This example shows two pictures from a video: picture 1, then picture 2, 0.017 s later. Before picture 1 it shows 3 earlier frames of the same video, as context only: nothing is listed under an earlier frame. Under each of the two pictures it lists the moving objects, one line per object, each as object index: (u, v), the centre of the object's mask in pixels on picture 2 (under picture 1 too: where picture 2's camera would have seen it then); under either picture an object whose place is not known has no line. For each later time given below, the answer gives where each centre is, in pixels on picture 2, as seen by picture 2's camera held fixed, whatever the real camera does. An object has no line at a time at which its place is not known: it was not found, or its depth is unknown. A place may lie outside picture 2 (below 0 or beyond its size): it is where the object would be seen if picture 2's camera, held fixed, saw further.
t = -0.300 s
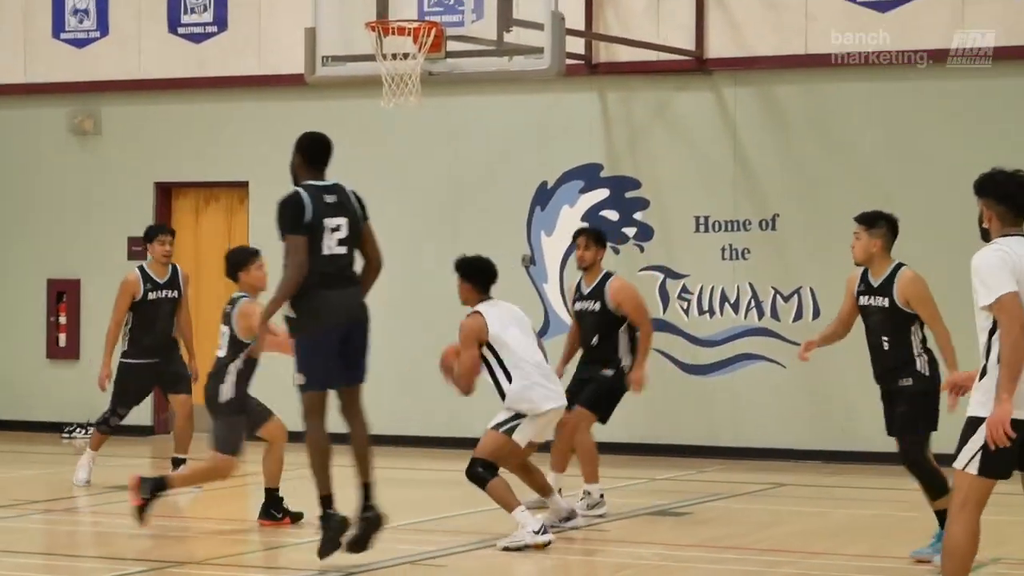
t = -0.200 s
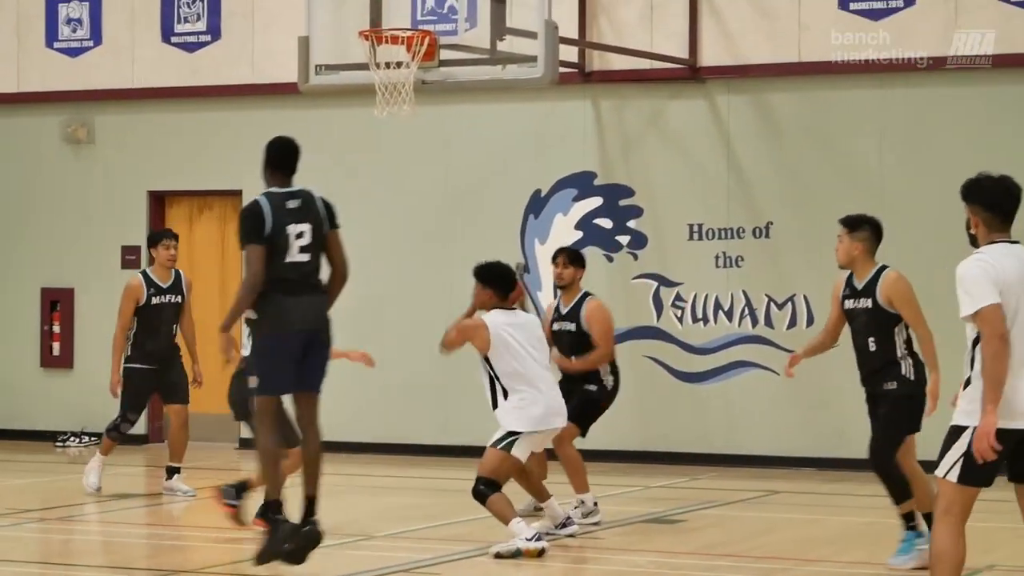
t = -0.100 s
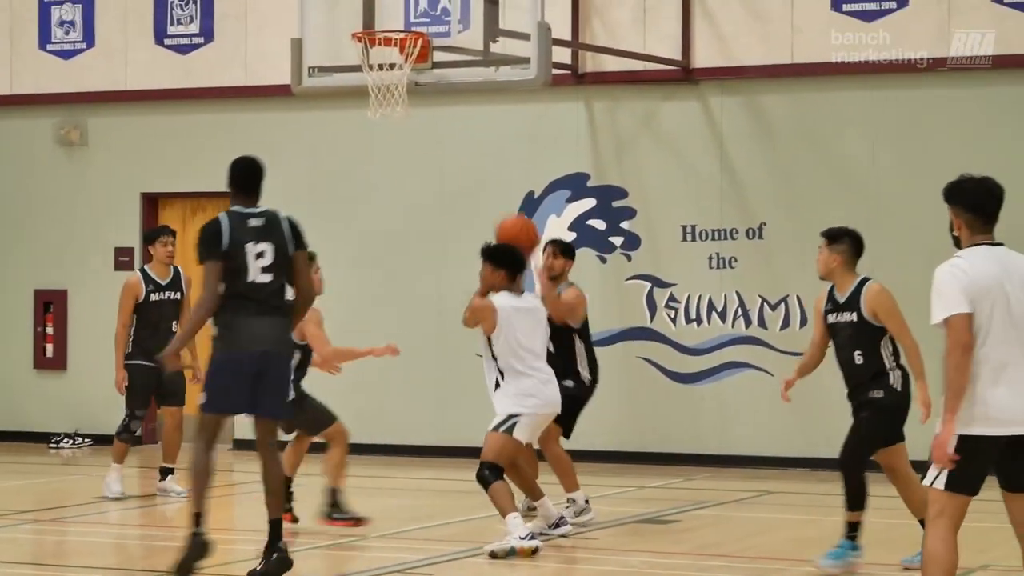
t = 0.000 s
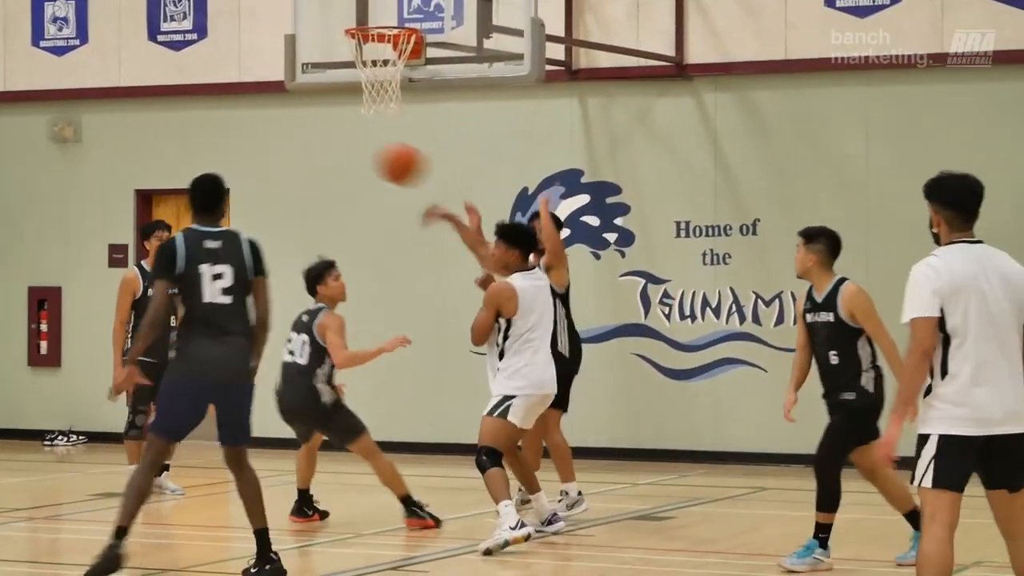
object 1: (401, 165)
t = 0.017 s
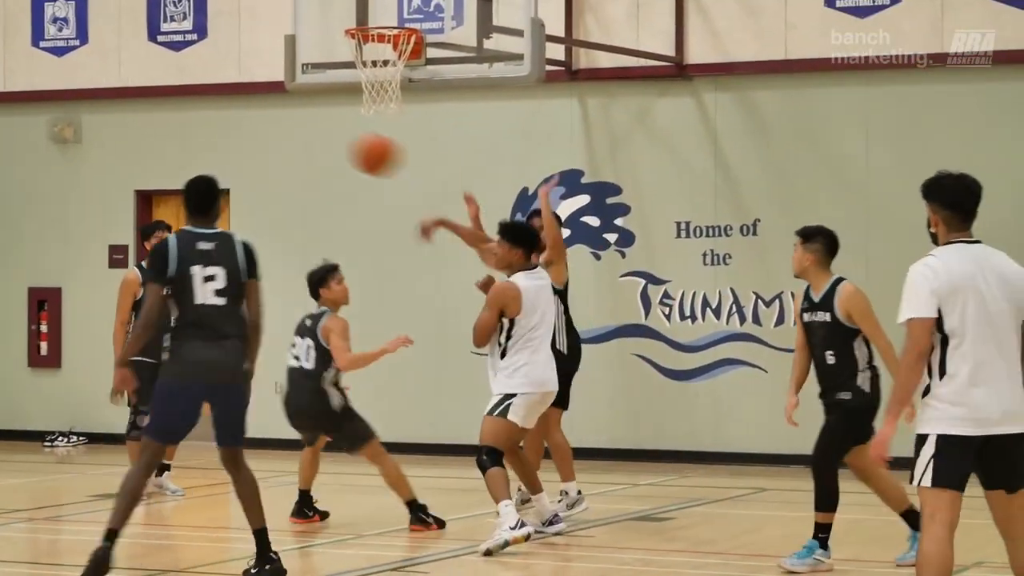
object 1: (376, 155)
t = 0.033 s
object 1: (350, 145)
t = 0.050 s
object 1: (325, 136)
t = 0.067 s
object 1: (300, 128)
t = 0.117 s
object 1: (220, 105)
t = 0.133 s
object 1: (193, 100)
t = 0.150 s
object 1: (167, 94)
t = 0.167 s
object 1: (140, 88)
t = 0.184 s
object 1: (115, 83)
